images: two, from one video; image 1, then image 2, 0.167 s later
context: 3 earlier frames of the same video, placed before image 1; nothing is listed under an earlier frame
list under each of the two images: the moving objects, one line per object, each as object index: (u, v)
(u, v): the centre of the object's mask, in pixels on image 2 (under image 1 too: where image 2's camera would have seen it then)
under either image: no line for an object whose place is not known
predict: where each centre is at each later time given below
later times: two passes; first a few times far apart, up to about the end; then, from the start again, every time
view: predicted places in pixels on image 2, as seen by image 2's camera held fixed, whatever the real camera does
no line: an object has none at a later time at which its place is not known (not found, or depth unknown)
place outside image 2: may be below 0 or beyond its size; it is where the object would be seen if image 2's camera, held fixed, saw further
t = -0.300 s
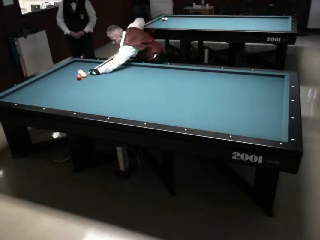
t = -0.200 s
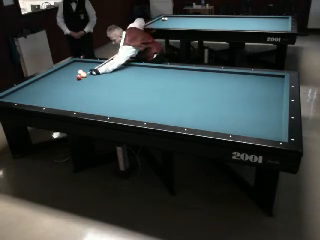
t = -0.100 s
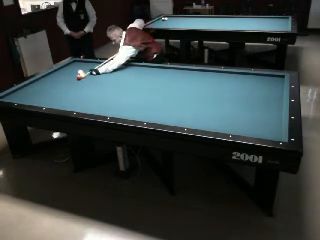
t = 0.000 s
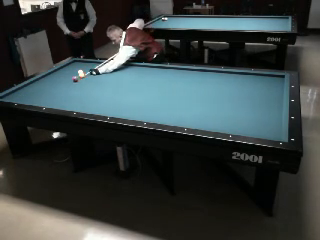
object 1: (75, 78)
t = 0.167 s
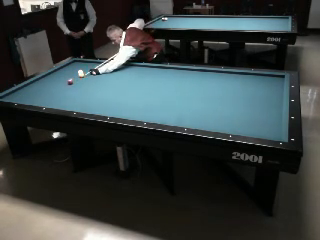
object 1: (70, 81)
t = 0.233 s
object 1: (68, 82)
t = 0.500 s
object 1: (59, 86)
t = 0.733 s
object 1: (51, 90)
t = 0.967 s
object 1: (42, 95)
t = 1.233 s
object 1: (32, 99)
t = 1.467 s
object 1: (31, 99)
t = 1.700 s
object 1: (34, 98)
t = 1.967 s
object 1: (38, 94)
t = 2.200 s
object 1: (41, 92)
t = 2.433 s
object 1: (44, 90)
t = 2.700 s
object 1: (47, 89)
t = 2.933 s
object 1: (50, 87)
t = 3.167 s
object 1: (52, 85)
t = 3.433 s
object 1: (55, 84)
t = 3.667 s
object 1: (56, 83)
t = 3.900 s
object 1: (58, 81)
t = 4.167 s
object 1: (60, 80)
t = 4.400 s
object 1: (62, 79)
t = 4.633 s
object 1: (63, 78)
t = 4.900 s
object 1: (64, 77)
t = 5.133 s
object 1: (65, 76)
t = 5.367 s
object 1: (66, 76)
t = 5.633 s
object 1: (67, 75)
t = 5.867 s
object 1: (68, 75)
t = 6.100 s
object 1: (69, 75)
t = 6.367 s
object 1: (69, 74)
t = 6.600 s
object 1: (69, 74)
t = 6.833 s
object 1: (70, 74)
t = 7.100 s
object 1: (70, 74)
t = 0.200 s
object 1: (69, 81)
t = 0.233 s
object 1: (68, 82)
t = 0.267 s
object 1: (67, 83)
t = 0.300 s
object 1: (65, 83)
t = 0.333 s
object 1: (65, 83)
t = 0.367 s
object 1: (63, 84)
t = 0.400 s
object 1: (62, 84)
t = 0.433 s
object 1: (61, 85)
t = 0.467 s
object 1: (60, 86)
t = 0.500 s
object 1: (59, 86)
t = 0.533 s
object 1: (58, 87)
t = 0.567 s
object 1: (56, 87)
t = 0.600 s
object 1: (55, 88)
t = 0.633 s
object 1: (54, 89)
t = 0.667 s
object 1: (53, 89)
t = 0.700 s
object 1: (52, 90)
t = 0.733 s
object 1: (51, 90)
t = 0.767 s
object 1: (49, 91)
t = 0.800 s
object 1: (48, 92)
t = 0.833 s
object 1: (47, 92)
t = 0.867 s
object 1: (46, 93)
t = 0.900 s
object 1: (45, 93)
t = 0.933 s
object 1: (44, 94)
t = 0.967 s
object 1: (42, 95)
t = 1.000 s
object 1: (41, 95)
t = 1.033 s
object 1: (40, 96)
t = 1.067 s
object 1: (39, 96)
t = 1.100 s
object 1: (38, 97)
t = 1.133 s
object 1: (36, 97)
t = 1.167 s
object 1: (35, 98)
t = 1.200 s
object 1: (33, 99)
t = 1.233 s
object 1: (32, 99)
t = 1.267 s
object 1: (31, 100)
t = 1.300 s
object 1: (30, 100)
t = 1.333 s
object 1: (29, 100)
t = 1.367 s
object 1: (29, 100)
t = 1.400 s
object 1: (29, 100)
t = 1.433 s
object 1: (31, 100)
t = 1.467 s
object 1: (31, 99)
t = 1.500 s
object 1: (31, 99)
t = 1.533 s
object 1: (32, 99)
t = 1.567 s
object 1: (32, 99)
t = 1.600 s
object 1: (33, 99)
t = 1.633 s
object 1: (33, 98)
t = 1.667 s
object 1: (34, 98)
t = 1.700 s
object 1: (34, 98)
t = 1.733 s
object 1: (35, 97)
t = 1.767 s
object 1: (35, 97)
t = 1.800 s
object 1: (36, 97)
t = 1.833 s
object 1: (36, 96)
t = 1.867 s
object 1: (37, 96)
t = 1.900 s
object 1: (37, 95)
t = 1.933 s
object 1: (38, 95)
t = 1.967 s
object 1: (38, 94)
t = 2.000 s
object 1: (39, 94)
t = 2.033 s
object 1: (39, 94)
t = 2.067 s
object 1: (40, 94)
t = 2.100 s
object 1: (40, 93)
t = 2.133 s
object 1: (41, 93)
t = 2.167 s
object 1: (41, 93)
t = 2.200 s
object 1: (41, 92)
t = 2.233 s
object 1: (41, 92)
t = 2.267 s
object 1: (42, 92)
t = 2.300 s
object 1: (43, 92)
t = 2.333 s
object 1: (43, 91)
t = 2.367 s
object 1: (43, 91)
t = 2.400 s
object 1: (44, 91)
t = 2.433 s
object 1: (44, 90)
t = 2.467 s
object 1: (44, 90)
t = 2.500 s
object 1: (45, 90)
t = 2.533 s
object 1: (45, 90)
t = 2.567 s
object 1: (46, 89)
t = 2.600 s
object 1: (46, 89)
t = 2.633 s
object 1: (47, 89)
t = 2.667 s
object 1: (47, 89)
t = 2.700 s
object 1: (47, 89)
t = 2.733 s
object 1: (47, 88)
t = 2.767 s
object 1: (48, 88)
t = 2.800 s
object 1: (48, 88)
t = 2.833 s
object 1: (49, 87)
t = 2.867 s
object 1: (49, 87)
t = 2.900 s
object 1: (49, 87)
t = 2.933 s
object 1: (50, 87)
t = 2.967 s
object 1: (50, 87)
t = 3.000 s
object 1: (50, 86)
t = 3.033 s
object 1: (51, 86)
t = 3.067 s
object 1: (52, 86)
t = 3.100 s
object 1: (52, 86)
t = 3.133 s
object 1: (52, 85)
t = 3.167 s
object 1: (52, 85)
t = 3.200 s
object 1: (52, 85)
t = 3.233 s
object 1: (53, 85)
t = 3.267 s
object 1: (53, 85)
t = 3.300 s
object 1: (53, 85)
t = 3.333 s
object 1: (54, 84)
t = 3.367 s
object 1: (54, 84)
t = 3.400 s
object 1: (54, 84)
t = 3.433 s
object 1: (55, 84)
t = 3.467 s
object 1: (55, 83)
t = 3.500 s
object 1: (55, 83)
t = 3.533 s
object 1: (55, 83)
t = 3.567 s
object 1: (56, 83)
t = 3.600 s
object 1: (56, 83)
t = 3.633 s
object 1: (56, 83)
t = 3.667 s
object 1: (56, 83)
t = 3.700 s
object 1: (57, 82)
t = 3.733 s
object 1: (57, 82)
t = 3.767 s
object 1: (58, 82)
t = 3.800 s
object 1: (58, 82)
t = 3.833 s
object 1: (58, 81)
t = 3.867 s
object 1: (58, 81)
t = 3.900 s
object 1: (58, 81)
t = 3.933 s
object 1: (59, 81)
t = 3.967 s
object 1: (59, 81)
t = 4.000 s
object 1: (59, 81)
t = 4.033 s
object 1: (59, 81)
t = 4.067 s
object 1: (60, 80)
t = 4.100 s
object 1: (60, 80)
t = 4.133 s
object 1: (60, 80)
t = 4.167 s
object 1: (60, 80)
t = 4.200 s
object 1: (61, 80)
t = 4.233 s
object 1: (61, 80)
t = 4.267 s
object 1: (61, 79)
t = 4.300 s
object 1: (61, 79)
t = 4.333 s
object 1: (61, 79)
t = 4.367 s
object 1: (61, 79)
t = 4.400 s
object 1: (62, 79)
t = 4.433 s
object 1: (62, 79)
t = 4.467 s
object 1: (62, 79)
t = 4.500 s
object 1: (62, 78)
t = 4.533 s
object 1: (62, 78)
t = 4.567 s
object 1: (63, 78)
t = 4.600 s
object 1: (63, 78)
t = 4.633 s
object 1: (63, 78)
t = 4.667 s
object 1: (63, 78)
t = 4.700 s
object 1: (63, 78)
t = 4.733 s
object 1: (63, 77)
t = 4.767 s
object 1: (64, 77)
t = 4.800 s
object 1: (64, 77)
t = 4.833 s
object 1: (64, 77)
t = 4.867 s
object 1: (64, 77)
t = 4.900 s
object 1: (64, 77)
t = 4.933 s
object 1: (64, 77)
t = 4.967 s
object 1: (64, 77)
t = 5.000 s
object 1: (65, 77)
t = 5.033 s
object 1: (65, 77)
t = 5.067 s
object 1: (65, 77)
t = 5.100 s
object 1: (65, 76)
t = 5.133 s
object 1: (65, 76)
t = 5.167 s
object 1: (66, 76)
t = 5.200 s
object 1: (66, 76)
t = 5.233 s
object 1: (66, 76)
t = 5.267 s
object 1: (66, 76)
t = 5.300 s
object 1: (66, 76)
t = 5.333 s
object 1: (66, 76)
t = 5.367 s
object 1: (66, 76)
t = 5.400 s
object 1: (67, 76)
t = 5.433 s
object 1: (67, 76)
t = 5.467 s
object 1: (67, 76)
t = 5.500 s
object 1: (67, 76)
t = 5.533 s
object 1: (67, 76)
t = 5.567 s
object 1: (67, 75)
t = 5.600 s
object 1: (67, 75)
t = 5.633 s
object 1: (67, 75)
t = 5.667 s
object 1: (68, 75)
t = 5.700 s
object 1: (68, 75)
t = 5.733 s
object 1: (68, 75)
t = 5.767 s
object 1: (68, 75)
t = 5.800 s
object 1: (68, 75)
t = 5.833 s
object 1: (68, 75)
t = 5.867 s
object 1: (68, 75)
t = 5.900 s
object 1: (68, 75)
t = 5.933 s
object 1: (68, 75)
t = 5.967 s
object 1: (68, 75)
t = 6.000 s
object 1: (68, 75)
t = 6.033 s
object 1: (68, 75)
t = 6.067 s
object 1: (69, 75)
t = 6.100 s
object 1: (69, 75)
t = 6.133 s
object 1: (69, 74)
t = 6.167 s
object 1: (69, 74)
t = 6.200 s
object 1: (69, 74)
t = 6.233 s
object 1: (69, 74)
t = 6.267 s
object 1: (69, 74)
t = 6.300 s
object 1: (69, 74)
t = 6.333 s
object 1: (69, 74)
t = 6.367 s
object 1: (69, 74)
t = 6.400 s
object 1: (69, 74)
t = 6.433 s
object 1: (69, 74)
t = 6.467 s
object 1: (69, 74)
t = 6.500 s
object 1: (69, 74)
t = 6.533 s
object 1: (69, 74)
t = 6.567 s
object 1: (69, 74)
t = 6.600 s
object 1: (69, 74)
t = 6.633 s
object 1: (69, 74)
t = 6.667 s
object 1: (69, 74)
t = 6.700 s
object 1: (69, 74)
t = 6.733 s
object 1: (69, 74)
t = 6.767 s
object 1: (69, 74)
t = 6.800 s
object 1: (70, 74)
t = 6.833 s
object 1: (70, 74)
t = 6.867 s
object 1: (70, 74)
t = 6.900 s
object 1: (70, 74)
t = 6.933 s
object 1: (70, 74)
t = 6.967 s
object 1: (70, 74)
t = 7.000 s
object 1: (70, 74)
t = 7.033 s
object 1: (70, 74)
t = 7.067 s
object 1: (70, 74)
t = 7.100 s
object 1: (70, 74)
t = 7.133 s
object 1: (70, 74)
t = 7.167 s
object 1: (70, 74)
